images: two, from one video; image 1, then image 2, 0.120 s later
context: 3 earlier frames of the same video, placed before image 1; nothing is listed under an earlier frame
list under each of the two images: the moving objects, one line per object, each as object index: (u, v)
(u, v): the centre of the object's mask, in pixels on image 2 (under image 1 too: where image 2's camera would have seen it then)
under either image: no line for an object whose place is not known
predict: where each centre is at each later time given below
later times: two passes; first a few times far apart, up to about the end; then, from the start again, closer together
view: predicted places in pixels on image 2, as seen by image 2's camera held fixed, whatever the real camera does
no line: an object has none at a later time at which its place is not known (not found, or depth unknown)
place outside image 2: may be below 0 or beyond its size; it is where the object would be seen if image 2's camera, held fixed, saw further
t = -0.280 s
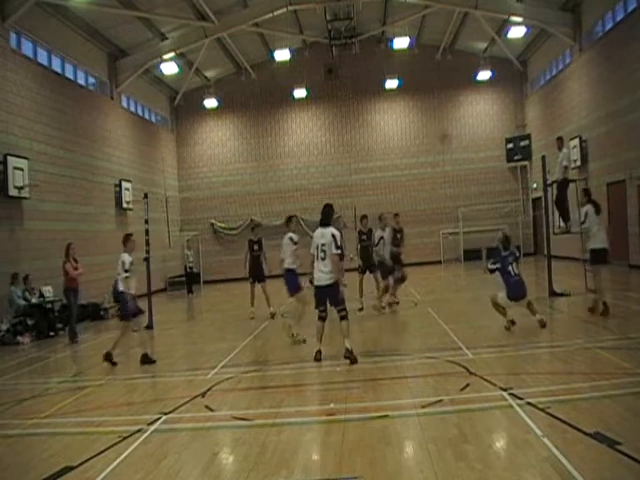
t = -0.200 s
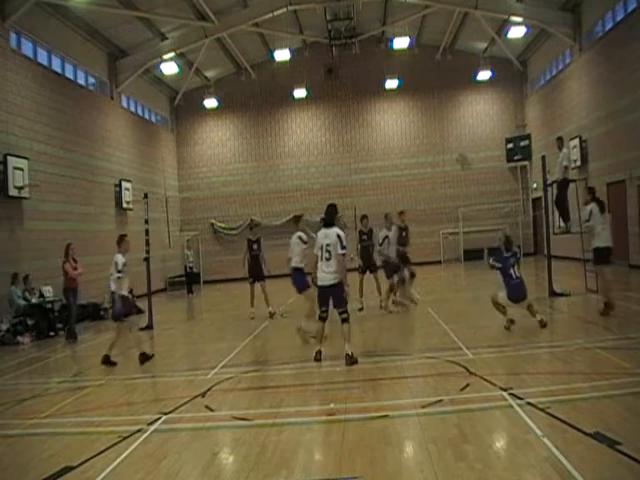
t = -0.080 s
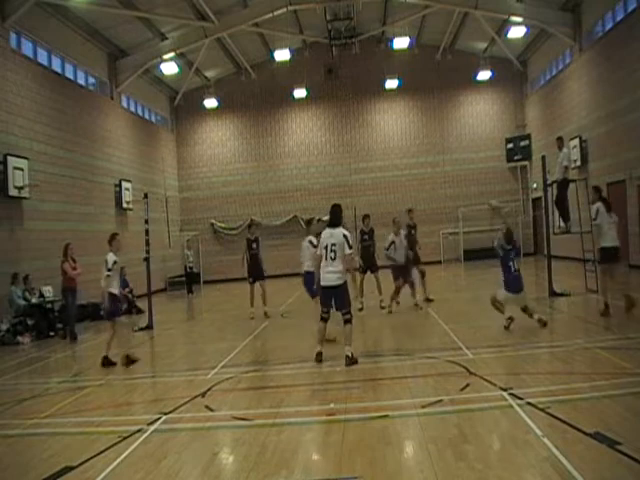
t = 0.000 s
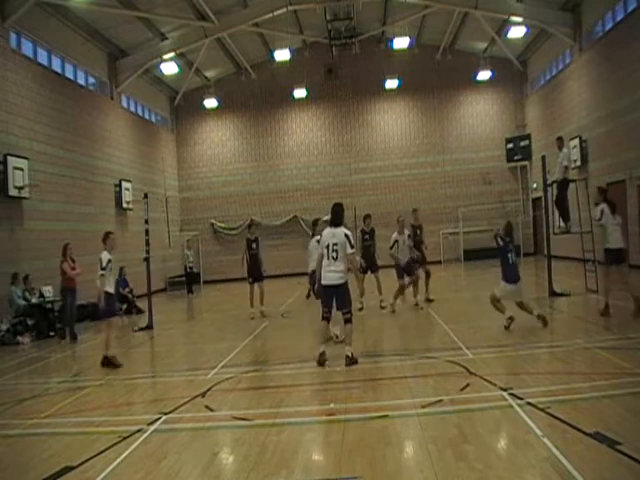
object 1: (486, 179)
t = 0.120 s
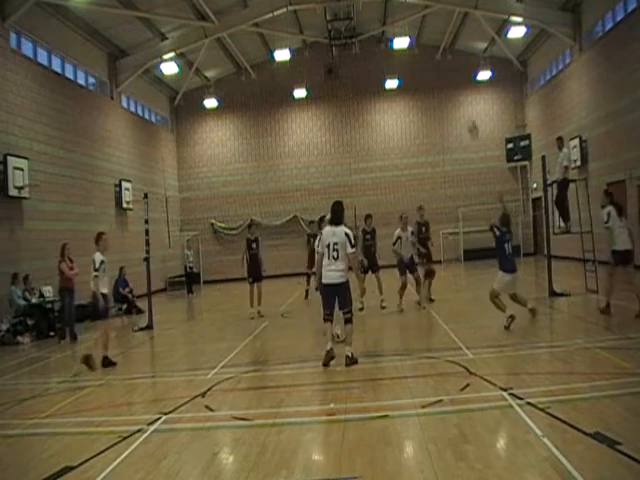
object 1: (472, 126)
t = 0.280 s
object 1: (456, 84)
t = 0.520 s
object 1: (435, 55)
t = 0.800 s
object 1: (415, 67)
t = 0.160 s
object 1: (468, 113)
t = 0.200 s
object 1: (465, 102)
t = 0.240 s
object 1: (460, 91)
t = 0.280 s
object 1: (456, 84)
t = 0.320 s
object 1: (450, 73)
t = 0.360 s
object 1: (448, 65)
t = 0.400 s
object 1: (445, 61)
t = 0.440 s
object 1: (442, 59)
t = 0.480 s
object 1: (437, 58)
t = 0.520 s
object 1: (435, 55)
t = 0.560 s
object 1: (432, 56)
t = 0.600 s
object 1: (431, 53)
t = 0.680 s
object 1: (421, 56)
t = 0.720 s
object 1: (420, 57)
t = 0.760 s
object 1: (418, 61)
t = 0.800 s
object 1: (415, 67)
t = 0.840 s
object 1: (413, 72)
